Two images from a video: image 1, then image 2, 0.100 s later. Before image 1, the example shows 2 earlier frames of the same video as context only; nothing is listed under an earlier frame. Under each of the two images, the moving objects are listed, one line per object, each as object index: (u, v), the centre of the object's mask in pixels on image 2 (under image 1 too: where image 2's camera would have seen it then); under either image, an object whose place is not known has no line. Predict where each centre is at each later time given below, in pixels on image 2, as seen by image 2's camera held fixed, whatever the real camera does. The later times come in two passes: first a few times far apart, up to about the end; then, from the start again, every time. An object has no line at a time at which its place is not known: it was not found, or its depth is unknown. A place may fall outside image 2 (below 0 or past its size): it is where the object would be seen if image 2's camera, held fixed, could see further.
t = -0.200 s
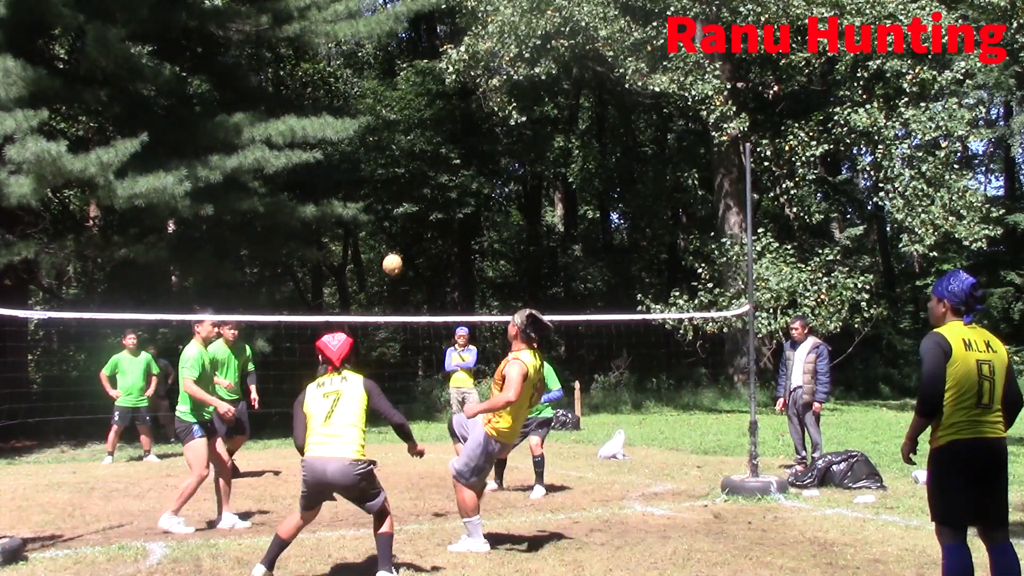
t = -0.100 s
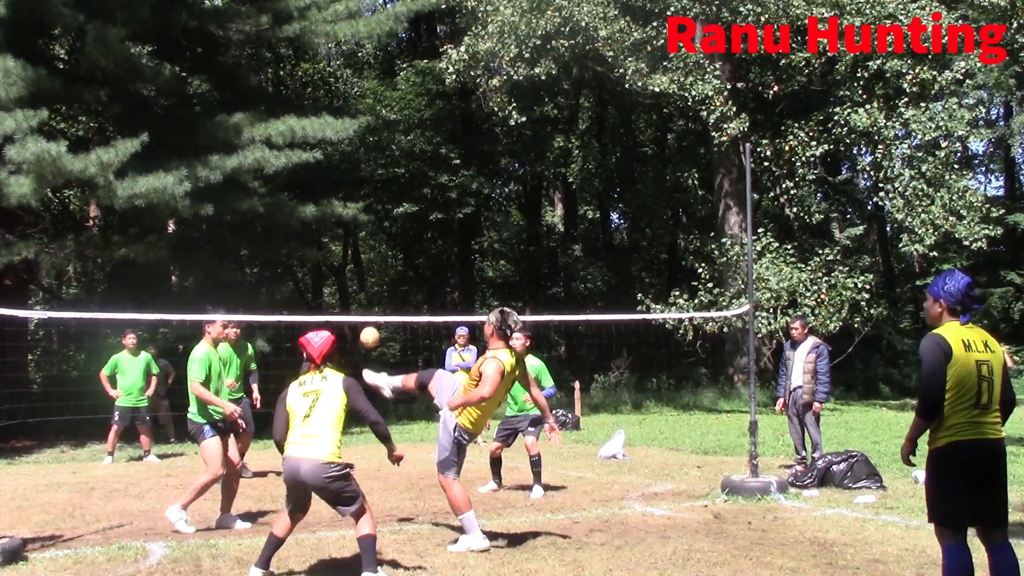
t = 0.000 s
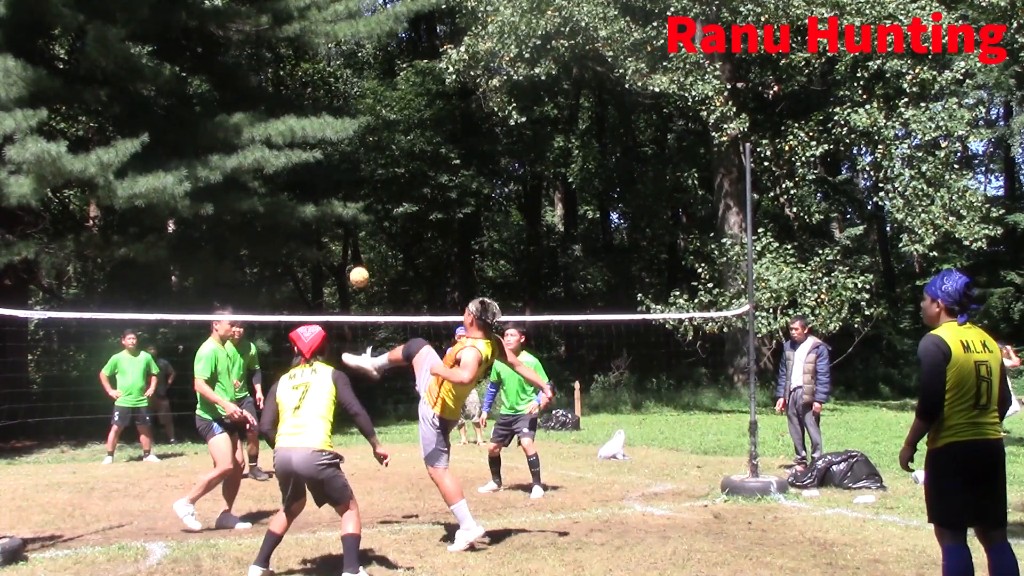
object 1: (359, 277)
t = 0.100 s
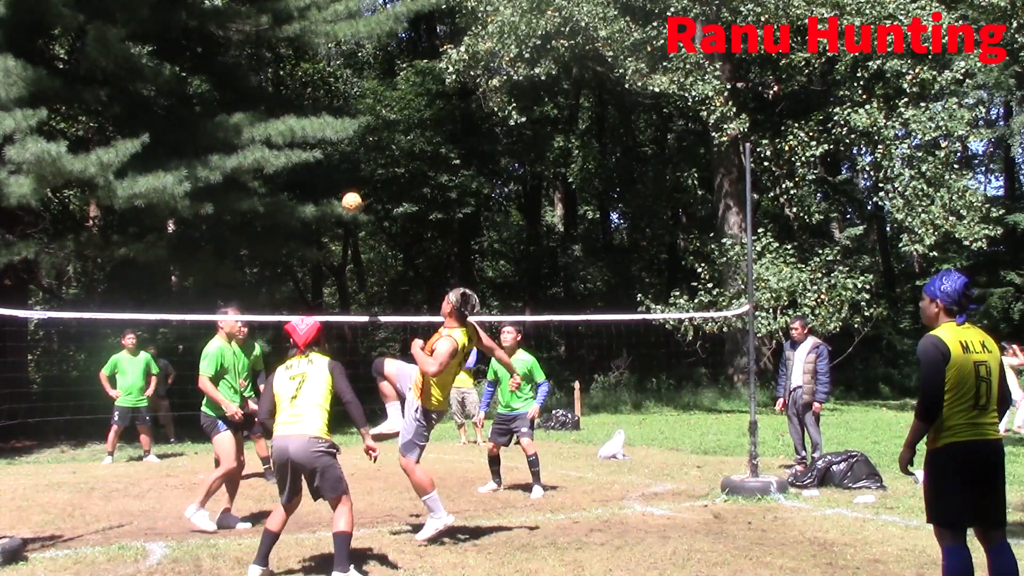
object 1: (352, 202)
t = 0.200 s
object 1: (345, 140)
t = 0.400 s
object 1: (331, 50)
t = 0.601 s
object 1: (317, 15)
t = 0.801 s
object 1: (303, 46)
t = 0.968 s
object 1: (288, 132)
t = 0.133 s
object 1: (350, 181)
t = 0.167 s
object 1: (347, 159)
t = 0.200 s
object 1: (345, 140)
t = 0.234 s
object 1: (343, 121)
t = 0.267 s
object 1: (340, 104)
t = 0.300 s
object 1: (338, 89)
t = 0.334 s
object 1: (336, 74)
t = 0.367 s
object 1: (333, 61)
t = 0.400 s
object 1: (331, 50)
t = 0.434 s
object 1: (329, 41)
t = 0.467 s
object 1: (327, 32)
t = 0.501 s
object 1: (324, 25)
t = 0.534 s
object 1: (322, 20)
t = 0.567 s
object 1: (320, 16)
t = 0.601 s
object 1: (317, 15)
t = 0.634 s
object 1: (315, 15)
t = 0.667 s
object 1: (312, 17)
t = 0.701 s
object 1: (310, 21)
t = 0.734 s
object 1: (307, 27)
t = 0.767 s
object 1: (305, 35)
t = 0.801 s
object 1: (303, 46)
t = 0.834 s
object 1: (299, 57)
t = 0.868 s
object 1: (296, 73)
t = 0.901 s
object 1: (294, 90)
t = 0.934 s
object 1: (291, 109)
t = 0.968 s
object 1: (288, 132)
